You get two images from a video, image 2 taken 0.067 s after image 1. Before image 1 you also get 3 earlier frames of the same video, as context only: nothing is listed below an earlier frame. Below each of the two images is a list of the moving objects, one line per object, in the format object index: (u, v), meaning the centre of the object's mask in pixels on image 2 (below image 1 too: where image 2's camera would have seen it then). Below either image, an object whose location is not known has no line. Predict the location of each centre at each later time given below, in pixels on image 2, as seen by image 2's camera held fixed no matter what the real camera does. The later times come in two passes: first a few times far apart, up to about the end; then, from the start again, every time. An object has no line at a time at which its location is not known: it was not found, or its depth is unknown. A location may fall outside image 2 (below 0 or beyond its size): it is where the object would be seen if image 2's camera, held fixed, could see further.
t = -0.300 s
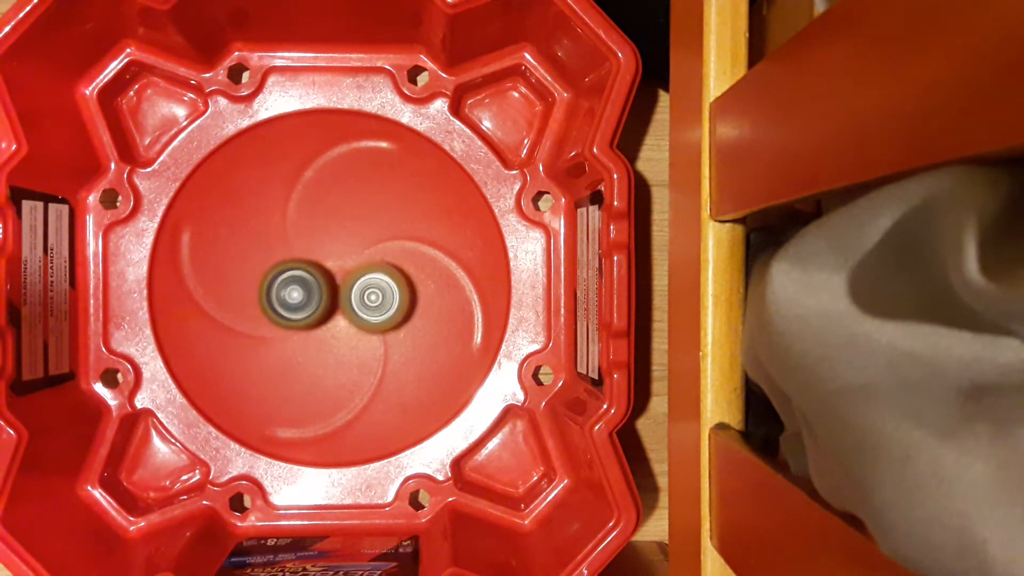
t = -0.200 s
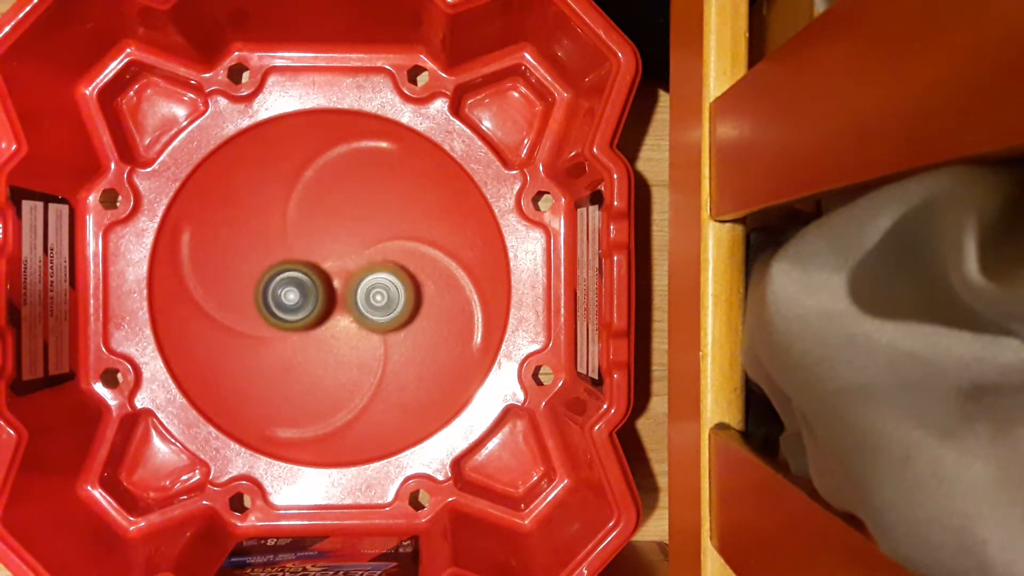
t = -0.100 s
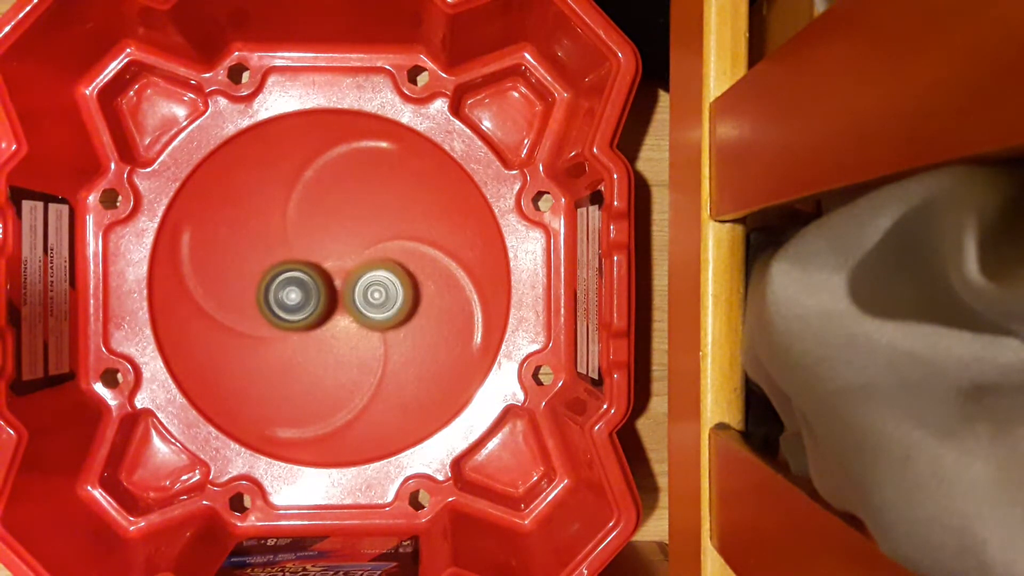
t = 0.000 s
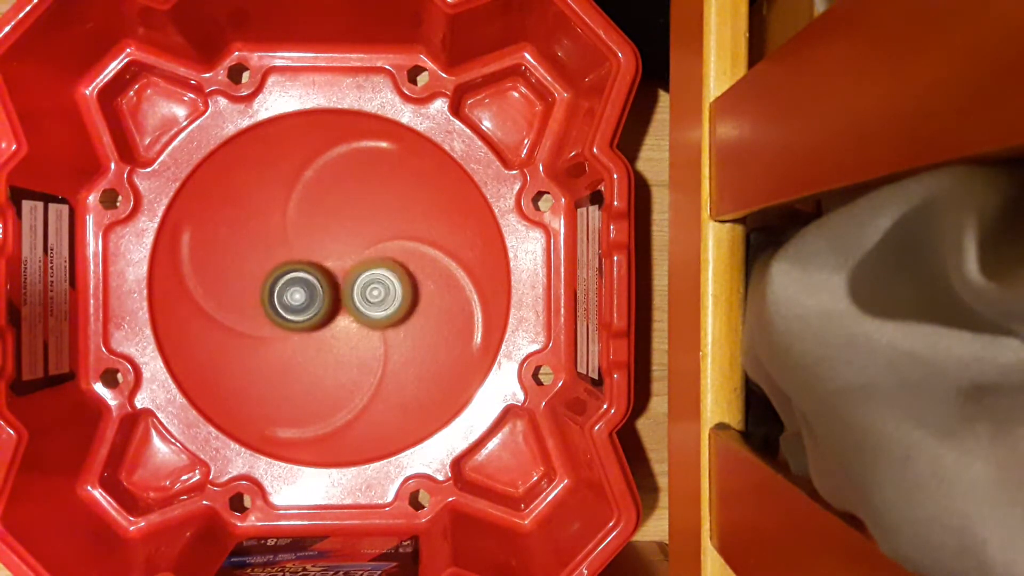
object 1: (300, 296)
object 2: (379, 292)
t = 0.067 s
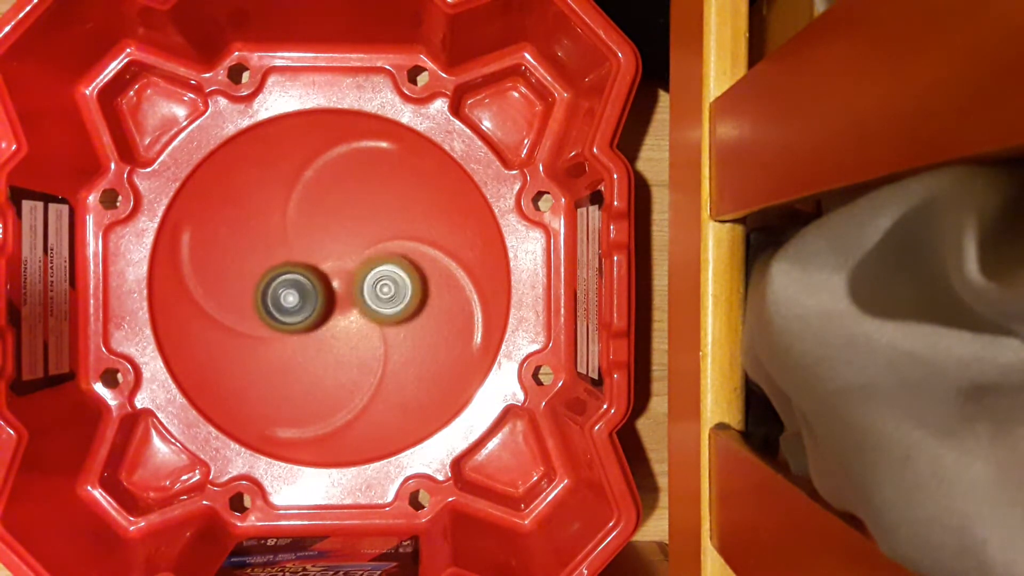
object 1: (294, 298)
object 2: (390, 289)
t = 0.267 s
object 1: (292, 298)
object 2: (379, 283)
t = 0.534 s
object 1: (296, 298)
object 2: (374, 282)
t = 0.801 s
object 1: (296, 302)
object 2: (377, 277)
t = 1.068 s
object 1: (300, 307)
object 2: (374, 275)
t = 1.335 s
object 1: (306, 314)
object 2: (374, 270)
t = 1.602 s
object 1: (306, 327)
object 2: (371, 265)
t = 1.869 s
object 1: (310, 327)
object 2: (366, 264)
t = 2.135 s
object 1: (314, 321)
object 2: (365, 261)
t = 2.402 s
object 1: (312, 321)
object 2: (365, 257)
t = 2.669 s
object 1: (277, 364)
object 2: (411, 198)
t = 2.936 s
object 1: (278, 357)
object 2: (401, 210)
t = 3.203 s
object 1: (296, 325)
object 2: (370, 259)
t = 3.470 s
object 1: (259, 331)
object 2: (394, 238)
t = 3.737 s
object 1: (251, 321)
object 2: (371, 226)
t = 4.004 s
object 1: (273, 305)
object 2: (352, 230)
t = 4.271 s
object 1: (294, 296)
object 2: (346, 234)
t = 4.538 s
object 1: (279, 335)
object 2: (369, 205)
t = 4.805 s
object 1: (293, 336)
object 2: (364, 225)
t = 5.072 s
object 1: (327, 356)
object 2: (357, 203)
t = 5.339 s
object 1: (328, 343)
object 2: (340, 198)
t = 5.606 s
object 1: (313, 313)
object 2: (329, 213)
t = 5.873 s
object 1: (290, 316)
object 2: (318, 241)
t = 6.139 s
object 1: (294, 327)
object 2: (302, 249)
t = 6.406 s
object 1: (326, 316)
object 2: (301, 246)
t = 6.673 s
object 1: (371, 290)
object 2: (305, 244)
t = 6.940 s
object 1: (378, 279)
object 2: (293, 265)
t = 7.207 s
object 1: (376, 289)
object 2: (280, 271)
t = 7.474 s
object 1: (375, 304)
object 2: (288, 281)
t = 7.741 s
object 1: (379, 310)
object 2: (293, 301)
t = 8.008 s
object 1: (369, 310)
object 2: (285, 313)
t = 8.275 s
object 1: (367, 312)
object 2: (287, 310)
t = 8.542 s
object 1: (399, 306)
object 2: (286, 311)
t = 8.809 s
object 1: (374, 281)
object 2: (302, 322)
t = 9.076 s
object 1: (346, 269)
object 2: (284, 344)
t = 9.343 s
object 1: (322, 265)
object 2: (299, 339)
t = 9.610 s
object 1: (317, 249)
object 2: (316, 337)
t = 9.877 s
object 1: (330, 260)
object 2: (335, 337)
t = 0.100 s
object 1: (293, 298)
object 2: (390, 288)
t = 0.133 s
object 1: (292, 298)
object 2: (390, 287)
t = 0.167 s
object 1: (292, 298)
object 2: (388, 286)
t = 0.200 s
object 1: (292, 298)
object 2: (385, 285)
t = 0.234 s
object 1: (292, 298)
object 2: (382, 284)
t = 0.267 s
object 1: (292, 298)
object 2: (379, 283)
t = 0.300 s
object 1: (293, 297)
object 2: (377, 283)
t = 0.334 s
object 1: (295, 297)
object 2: (374, 282)
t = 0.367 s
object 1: (295, 297)
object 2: (373, 282)
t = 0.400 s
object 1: (295, 298)
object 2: (374, 282)
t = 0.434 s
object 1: (295, 297)
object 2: (373, 282)
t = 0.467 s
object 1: (297, 297)
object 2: (373, 282)
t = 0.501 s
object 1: (296, 297)
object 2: (373, 282)
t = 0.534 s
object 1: (296, 298)
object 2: (374, 282)
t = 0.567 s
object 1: (296, 298)
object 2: (375, 281)
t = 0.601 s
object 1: (297, 298)
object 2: (375, 281)
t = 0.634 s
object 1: (297, 297)
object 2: (374, 280)
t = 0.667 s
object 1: (298, 298)
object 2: (374, 280)
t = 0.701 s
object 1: (298, 298)
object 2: (374, 279)
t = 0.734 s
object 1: (298, 298)
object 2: (374, 279)
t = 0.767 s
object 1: (298, 300)
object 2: (375, 279)
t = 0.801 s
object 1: (296, 302)
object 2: (377, 277)
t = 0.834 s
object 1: (295, 303)
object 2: (378, 277)
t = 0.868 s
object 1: (295, 304)
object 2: (377, 276)
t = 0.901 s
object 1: (295, 304)
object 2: (377, 276)
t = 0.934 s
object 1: (295, 305)
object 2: (377, 276)
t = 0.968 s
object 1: (296, 305)
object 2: (376, 276)
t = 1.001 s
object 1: (297, 306)
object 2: (376, 275)
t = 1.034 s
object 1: (299, 307)
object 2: (375, 275)
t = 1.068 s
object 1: (300, 307)
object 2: (374, 275)
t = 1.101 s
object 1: (301, 308)
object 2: (374, 275)
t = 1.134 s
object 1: (299, 311)
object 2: (379, 272)
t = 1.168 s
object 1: (299, 313)
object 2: (381, 271)
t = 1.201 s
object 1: (300, 313)
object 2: (380, 270)
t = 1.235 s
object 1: (300, 314)
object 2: (380, 270)
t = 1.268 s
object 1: (302, 314)
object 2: (378, 269)
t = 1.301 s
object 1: (304, 314)
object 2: (377, 269)
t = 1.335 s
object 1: (306, 314)
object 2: (374, 270)
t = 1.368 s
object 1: (308, 314)
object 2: (372, 270)
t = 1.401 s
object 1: (306, 318)
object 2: (374, 267)
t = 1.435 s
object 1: (305, 321)
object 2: (377, 264)
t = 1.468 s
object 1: (305, 323)
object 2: (377, 263)
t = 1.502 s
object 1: (305, 324)
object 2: (377, 263)
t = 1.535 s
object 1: (306, 325)
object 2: (375, 264)
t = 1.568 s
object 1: (306, 326)
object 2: (373, 264)
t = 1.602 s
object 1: (306, 327)
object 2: (371, 265)
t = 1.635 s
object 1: (307, 327)
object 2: (369, 266)
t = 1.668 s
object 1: (307, 327)
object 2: (366, 267)
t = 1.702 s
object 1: (309, 327)
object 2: (364, 268)
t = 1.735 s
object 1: (310, 326)
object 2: (363, 268)
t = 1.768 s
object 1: (309, 327)
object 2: (364, 268)
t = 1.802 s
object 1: (310, 326)
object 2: (364, 267)
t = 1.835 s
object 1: (311, 325)
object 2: (364, 267)
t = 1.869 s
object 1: (310, 327)
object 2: (366, 264)
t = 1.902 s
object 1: (309, 329)
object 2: (368, 262)
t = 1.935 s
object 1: (309, 328)
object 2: (368, 261)
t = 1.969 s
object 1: (309, 328)
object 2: (368, 261)
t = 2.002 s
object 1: (309, 327)
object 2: (367, 260)
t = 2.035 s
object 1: (310, 326)
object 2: (367, 260)
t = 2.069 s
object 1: (311, 324)
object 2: (366, 260)
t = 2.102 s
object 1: (312, 322)
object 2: (365, 261)
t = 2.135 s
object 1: (314, 321)
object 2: (365, 261)
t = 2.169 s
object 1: (315, 320)
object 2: (364, 261)
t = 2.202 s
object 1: (314, 322)
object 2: (366, 257)
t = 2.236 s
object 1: (313, 323)
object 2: (368, 256)
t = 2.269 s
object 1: (312, 323)
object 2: (368, 256)
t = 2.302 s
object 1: (312, 323)
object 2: (368, 256)
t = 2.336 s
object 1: (312, 322)
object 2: (367, 256)
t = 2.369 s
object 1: (312, 322)
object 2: (366, 256)
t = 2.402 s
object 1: (312, 321)
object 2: (365, 257)
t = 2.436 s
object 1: (313, 321)
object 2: (364, 257)
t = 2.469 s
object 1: (314, 319)
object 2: (363, 258)
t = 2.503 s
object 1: (313, 320)
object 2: (366, 257)
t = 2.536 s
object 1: (298, 338)
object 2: (382, 236)
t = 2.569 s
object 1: (288, 352)
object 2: (394, 221)
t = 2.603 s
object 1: (281, 360)
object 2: (403, 209)
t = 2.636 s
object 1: (278, 364)
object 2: (409, 202)
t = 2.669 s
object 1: (277, 364)
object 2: (411, 198)
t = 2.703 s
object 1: (275, 364)
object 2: (412, 197)
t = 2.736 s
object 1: (274, 364)
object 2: (411, 196)
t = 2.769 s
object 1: (274, 363)
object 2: (410, 196)
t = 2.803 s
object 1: (273, 363)
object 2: (409, 197)
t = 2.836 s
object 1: (273, 363)
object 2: (407, 199)
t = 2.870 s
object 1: (274, 362)
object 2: (405, 203)
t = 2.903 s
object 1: (276, 360)
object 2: (404, 206)
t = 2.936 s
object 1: (278, 357)
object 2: (401, 210)
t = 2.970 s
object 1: (280, 355)
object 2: (399, 215)
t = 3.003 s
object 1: (282, 351)
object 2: (397, 222)
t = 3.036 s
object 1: (284, 347)
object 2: (394, 228)
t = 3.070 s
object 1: (287, 343)
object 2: (390, 234)
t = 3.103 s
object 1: (290, 339)
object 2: (386, 241)
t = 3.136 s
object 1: (292, 335)
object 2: (381, 247)
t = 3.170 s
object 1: (294, 330)
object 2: (375, 253)
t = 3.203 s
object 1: (296, 325)
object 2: (370, 259)
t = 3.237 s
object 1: (298, 321)
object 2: (364, 263)
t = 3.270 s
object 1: (300, 316)
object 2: (359, 267)
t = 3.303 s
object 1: (294, 318)
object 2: (363, 266)
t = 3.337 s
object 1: (280, 326)
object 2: (375, 256)
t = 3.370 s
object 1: (270, 331)
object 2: (385, 248)
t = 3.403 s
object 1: (265, 333)
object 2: (391, 243)
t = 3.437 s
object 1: (262, 333)
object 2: (395, 240)
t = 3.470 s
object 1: (259, 331)
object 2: (394, 238)
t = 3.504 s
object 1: (257, 329)
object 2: (392, 237)
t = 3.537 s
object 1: (255, 327)
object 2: (388, 237)
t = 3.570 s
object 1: (254, 326)
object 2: (384, 235)
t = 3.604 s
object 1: (253, 324)
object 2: (380, 233)
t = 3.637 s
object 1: (252, 323)
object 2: (378, 231)
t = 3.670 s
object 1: (251, 322)
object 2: (375, 229)
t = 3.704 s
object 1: (250, 322)
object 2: (373, 228)
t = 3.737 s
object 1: (251, 321)
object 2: (371, 226)
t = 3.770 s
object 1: (252, 320)
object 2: (368, 225)
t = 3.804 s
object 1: (253, 319)
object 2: (366, 225)
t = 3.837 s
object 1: (256, 317)
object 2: (364, 225)
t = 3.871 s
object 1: (260, 315)
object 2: (361, 225)
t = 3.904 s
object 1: (262, 313)
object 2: (358, 226)
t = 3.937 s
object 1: (265, 310)
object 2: (356, 228)
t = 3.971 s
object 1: (269, 308)
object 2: (354, 229)
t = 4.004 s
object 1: (273, 305)
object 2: (352, 230)
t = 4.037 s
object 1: (277, 303)
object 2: (349, 232)
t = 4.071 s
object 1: (280, 300)
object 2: (347, 234)
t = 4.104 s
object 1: (284, 297)
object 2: (344, 235)
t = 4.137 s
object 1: (287, 294)
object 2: (342, 237)
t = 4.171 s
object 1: (287, 296)
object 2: (345, 233)
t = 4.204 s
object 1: (288, 298)
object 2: (347, 232)
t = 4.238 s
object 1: (291, 298)
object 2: (347, 233)
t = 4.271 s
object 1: (294, 296)
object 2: (346, 234)
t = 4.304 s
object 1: (295, 294)
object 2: (345, 235)
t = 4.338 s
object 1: (296, 295)
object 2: (345, 234)
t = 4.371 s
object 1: (298, 296)
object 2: (345, 235)
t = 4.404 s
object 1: (292, 305)
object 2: (352, 227)
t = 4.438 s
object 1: (284, 317)
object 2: (360, 216)
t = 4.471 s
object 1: (279, 327)
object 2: (365, 209)
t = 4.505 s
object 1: (277, 333)
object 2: (368, 206)
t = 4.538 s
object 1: (279, 335)
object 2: (369, 205)
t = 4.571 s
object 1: (279, 337)
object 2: (369, 205)
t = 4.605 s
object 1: (279, 337)
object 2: (369, 206)
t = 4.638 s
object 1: (280, 337)
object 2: (369, 206)
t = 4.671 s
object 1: (281, 338)
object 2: (368, 209)
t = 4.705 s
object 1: (284, 338)
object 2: (368, 212)
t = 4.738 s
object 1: (287, 338)
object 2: (367, 215)
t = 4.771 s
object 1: (290, 337)
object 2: (365, 221)
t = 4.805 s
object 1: (293, 336)
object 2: (364, 225)
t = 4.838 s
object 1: (298, 334)
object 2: (361, 231)
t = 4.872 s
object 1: (303, 330)
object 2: (359, 236)
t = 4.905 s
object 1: (310, 325)
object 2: (355, 241)
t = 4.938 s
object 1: (317, 321)
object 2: (352, 246)
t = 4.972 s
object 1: (324, 318)
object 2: (349, 247)
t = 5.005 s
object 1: (325, 334)
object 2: (352, 231)
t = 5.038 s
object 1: (326, 347)
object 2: (355, 216)
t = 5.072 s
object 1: (327, 356)
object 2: (357, 203)
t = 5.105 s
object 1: (328, 361)
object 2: (356, 197)
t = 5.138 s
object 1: (329, 361)
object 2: (355, 195)
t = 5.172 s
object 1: (330, 359)
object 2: (353, 195)
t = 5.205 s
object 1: (330, 355)
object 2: (350, 196)
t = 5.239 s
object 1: (330, 352)
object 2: (347, 197)
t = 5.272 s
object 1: (329, 350)
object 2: (345, 198)
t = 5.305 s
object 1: (329, 346)
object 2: (343, 198)
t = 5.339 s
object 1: (328, 343)
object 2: (340, 198)
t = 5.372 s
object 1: (327, 339)
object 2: (338, 198)
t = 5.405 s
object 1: (327, 337)
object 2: (337, 198)
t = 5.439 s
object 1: (325, 333)
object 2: (336, 199)
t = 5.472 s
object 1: (324, 329)
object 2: (335, 201)
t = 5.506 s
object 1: (322, 325)
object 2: (334, 203)
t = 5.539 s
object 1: (319, 320)
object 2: (332, 205)
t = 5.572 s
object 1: (316, 316)
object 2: (330, 209)
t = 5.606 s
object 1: (313, 313)
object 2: (329, 213)
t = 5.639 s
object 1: (312, 312)
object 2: (327, 218)
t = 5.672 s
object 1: (310, 310)
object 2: (326, 223)
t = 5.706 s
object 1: (307, 309)
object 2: (324, 228)
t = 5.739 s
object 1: (304, 308)
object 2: (322, 234)
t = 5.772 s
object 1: (301, 309)
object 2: (320, 236)
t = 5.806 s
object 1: (296, 312)
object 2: (321, 236)
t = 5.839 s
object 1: (293, 315)
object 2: (321, 238)
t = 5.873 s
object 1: (290, 316)
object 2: (318, 241)
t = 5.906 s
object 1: (288, 319)
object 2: (315, 243)
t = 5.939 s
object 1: (288, 320)
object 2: (312, 244)
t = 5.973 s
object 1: (287, 321)
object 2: (309, 246)
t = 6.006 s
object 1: (288, 322)
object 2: (309, 247)
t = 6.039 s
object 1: (288, 325)
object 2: (307, 248)
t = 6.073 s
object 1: (289, 325)
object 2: (305, 249)
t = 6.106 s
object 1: (292, 327)
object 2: (303, 249)
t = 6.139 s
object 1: (294, 327)
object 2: (302, 249)
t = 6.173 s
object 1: (295, 327)
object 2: (301, 250)
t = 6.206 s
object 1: (297, 326)
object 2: (299, 251)
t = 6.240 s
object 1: (300, 325)
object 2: (299, 251)
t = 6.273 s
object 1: (304, 325)
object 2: (299, 249)
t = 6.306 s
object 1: (309, 325)
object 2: (300, 248)
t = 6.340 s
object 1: (314, 323)
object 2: (301, 247)
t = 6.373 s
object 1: (319, 320)
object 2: (301, 247)
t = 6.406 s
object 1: (326, 316)
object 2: (301, 246)
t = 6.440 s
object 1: (332, 314)
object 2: (302, 244)
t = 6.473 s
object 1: (339, 310)
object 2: (302, 242)
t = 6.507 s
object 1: (345, 305)
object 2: (304, 242)
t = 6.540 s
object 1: (355, 300)
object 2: (303, 242)
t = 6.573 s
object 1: (364, 298)
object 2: (302, 241)
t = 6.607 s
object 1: (369, 295)
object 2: (303, 241)
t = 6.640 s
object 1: (371, 293)
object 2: (304, 243)
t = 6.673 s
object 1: (371, 290)
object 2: (305, 244)
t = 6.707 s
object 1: (372, 288)
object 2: (307, 248)
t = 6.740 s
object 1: (372, 284)
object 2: (307, 250)
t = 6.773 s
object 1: (374, 283)
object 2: (304, 253)
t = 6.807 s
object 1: (375, 281)
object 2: (303, 253)
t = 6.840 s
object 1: (375, 280)
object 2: (302, 257)
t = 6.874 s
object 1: (373, 279)
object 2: (301, 260)
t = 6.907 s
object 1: (374, 279)
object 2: (299, 263)
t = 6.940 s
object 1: (378, 279)
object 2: (293, 265)
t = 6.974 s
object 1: (381, 280)
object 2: (290, 265)
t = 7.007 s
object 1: (381, 280)
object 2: (289, 265)
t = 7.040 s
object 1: (379, 282)
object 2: (288, 268)
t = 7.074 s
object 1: (378, 283)
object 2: (286, 269)
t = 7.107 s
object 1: (378, 285)
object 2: (283, 271)
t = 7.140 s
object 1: (377, 286)
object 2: (280, 272)
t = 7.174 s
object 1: (376, 288)
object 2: (279, 271)
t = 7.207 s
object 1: (376, 289)
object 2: (280, 271)
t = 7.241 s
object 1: (375, 291)
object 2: (279, 272)
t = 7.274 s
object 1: (375, 293)
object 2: (279, 273)
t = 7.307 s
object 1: (374, 295)
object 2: (279, 273)
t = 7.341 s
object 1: (374, 297)
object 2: (281, 274)
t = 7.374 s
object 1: (374, 298)
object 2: (282, 275)
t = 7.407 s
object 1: (375, 300)
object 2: (282, 277)
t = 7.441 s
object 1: (375, 302)
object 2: (285, 278)
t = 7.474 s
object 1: (375, 304)
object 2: (288, 281)
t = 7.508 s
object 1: (375, 305)
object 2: (289, 284)
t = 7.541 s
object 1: (377, 306)
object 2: (290, 286)
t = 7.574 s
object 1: (377, 307)
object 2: (291, 288)
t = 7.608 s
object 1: (378, 308)
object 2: (292, 291)
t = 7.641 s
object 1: (378, 309)
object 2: (292, 294)
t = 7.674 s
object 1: (379, 309)
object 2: (292, 296)
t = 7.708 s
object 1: (379, 309)
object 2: (293, 299)
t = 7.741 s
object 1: (379, 310)
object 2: (293, 301)
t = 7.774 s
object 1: (378, 309)
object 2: (292, 303)
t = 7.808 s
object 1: (378, 309)
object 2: (291, 305)
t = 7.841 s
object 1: (377, 308)
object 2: (291, 307)
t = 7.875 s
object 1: (376, 309)
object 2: (289, 309)
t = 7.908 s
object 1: (374, 308)
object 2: (288, 311)
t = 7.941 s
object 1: (373, 309)
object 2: (286, 312)
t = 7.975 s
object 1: (371, 309)
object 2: (286, 313)
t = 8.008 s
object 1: (369, 310)
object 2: (285, 313)
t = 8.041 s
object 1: (368, 310)
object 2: (285, 314)
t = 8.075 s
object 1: (366, 311)
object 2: (285, 315)
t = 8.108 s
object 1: (365, 312)
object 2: (286, 314)
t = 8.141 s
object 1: (363, 313)
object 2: (287, 314)
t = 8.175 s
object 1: (363, 314)
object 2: (288, 314)
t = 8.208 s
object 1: (364, 314)
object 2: (286, 313)
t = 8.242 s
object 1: (367, 312)
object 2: (285, 312)
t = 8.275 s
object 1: (367, 312)
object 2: (287, 310)
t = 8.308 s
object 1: (366, 313)
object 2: (290, 310)
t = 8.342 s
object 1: (370, 314)
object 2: (290, 310)
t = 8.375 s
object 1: (380, 314)
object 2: (283, 309)
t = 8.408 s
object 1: (386, 313)
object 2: (282, 308)
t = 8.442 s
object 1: (391, 313)
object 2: (284, 307)
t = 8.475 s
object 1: (395, 310)
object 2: (284, 309)
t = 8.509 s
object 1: (397, 309)
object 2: (286, 310)
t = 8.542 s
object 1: (399, 306)
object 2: (286, 311)
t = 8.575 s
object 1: (398, 303)
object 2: (289, 311)
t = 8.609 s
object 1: (398, 300)
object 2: (292, 312)
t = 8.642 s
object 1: (395, 298)
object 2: (294, 314)
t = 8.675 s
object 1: (394, 294)
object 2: (298, 316)
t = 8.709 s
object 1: (390, 290)
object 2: (298, 318)
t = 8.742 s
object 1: (386, 287)
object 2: (299, 318)
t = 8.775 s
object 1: (380, 283)
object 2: (301, 321)
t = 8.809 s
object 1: (374, 281)
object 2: (302, 322)
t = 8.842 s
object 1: (368, 279)
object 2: (304, 326)
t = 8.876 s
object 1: (360, 276)
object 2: (303, 327)
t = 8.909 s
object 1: (359, 272)
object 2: (298, 336)
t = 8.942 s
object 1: (357, 266)
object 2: (290, 343)
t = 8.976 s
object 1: (355, 264)
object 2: (285, 346)
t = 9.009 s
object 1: (351, 263)
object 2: (283, 346)
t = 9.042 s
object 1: (348, 266)
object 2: (284, 345)
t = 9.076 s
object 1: (346, 269)
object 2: (284, 344)
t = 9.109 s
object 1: (343, 271)
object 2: (285, 342)
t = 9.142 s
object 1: (337, 273)
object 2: (289, 340)
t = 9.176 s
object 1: (333, 276)
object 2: (292, 339)
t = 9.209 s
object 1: (330, 277)
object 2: (293, 340)
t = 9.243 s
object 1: (330, 273)
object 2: (293, 343)
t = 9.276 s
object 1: (328, 269)
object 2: (293, 342)
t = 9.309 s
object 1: (324, 267)
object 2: (295, 341)
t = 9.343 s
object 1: (322, 265)
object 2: (299, 339)
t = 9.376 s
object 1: (320, 264)
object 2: (302, 337)
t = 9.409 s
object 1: (318, 261)
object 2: (304, 339)
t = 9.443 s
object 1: (318, 258)
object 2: (310, 340)
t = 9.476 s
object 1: (318, 254)
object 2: (312, 339)
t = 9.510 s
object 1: (317, 252)
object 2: (315, 339)
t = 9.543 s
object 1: (318, 251)
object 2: (316, 339)
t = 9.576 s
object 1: (317, 249)
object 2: (316, 338)
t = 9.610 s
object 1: (317, 249)
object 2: (316, 337)
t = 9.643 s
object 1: (319, 251)
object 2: (317, 336)
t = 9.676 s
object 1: (321, 251)
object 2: (318, 333)
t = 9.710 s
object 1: (322, 251)
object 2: (322, 331)
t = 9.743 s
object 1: (323, 252)
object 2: (325, 330)
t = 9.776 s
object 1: (323, 253)
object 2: (328, 331)
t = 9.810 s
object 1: (325, 255)
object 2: (332, 332)
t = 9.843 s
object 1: (328, 257)
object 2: (334, 336)
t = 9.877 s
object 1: (330, 260)
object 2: (335, 337)
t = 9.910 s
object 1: (333, 260)
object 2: (335, 336)
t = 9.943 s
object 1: (335, 259)
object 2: (337, 337)
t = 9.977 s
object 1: (337, 260)
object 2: (338, 335)
